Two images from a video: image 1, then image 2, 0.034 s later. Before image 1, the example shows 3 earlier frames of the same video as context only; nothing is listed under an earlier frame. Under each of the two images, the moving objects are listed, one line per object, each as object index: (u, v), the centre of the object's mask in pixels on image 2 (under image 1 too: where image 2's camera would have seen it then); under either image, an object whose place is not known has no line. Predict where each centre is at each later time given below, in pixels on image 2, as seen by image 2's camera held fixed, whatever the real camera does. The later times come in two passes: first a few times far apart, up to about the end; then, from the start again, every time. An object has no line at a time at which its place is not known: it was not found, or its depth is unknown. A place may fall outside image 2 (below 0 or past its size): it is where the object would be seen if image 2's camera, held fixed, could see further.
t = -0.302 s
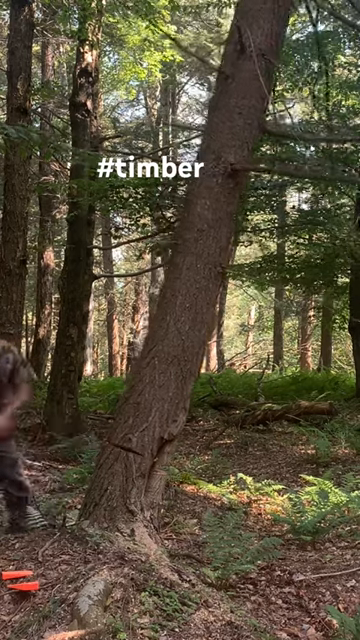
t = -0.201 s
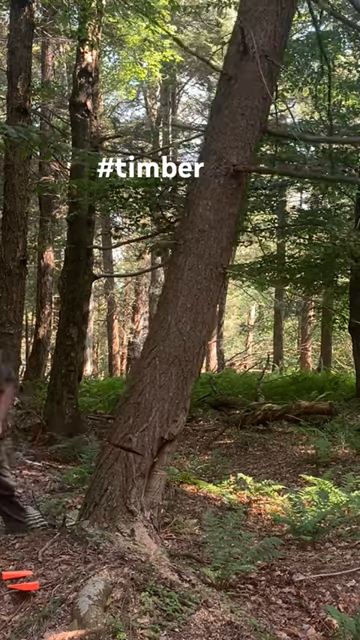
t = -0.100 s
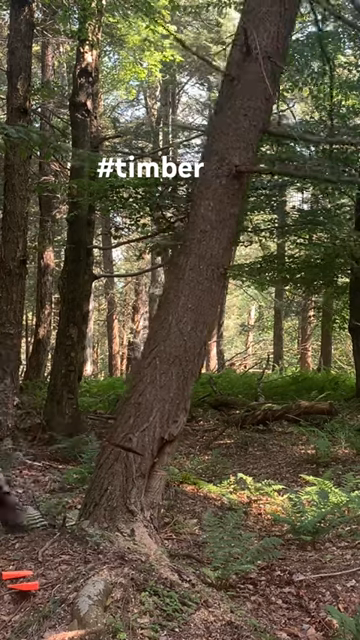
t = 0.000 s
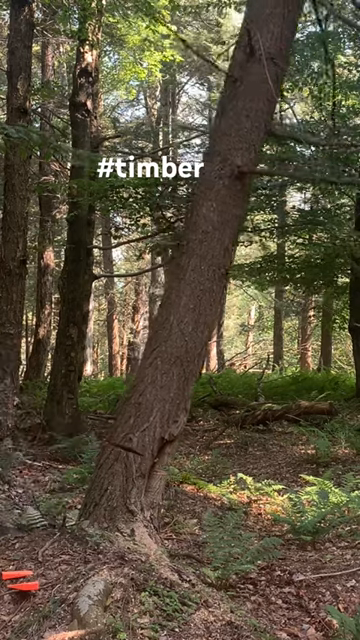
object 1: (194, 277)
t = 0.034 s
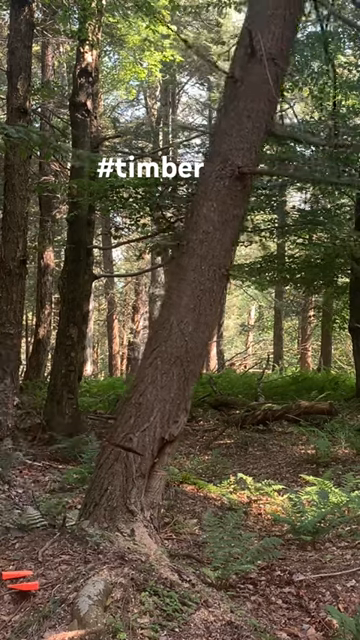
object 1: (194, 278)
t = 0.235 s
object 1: (198, 277)
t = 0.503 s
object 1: (204, 277)
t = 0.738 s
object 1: (209, 278)
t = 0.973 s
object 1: (215, 278)
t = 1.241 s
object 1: (223, 283)
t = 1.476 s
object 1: (226, 295)
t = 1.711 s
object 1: (223, 320)
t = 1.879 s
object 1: (223, 333)
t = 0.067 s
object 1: (195, 278)
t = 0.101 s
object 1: (196, 277)
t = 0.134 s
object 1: (196, 277)
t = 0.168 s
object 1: (197, 277)
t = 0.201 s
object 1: (197, 277)
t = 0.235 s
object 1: (198, 277)
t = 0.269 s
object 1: (198, 277)
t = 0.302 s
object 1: (199, 277)
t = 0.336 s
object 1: (200, 277)
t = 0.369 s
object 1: (200, 277)
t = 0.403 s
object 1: (201, 278)
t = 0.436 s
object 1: (202, 277)
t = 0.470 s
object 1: (203, 277)
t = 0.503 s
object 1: (204, 277)
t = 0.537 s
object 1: (204, 277)
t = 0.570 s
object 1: (204, 277)
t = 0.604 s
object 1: (205, 277)
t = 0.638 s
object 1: (206, 277)
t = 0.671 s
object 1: (207, 277)
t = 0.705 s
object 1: (208, 278)
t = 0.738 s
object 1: (209, 278)
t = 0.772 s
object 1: (209, 279)
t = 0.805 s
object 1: (210, 278)
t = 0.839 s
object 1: (212, 277)
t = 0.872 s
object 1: (212, 278)
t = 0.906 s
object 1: (213, 278)
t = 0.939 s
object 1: (214, 277)
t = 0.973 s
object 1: (215, 278)
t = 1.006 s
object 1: (216, 278)
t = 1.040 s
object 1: (218, 277)
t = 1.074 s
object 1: (219, 278)
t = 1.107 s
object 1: (219, 279)
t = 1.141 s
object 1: (220, 279)
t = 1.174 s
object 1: (221, 280)
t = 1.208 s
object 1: (222, 283)
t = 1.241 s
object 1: (223, 283)
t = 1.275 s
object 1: (224, 283)
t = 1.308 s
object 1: (224, 285)
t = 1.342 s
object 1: (225, 286)
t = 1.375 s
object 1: (226, 287)
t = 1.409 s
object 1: (225, 290)
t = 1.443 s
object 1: (226, 292)
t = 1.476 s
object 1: (226, 295)
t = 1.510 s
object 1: (226, 298)
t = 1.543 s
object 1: (226, 302)
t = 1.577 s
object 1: (225, 307)
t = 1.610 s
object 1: (225, 310)
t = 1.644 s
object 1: (225, 312)
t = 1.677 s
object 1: (224, 316)
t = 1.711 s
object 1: (223, 320)
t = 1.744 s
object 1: (223, 323)
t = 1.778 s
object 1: (222, 328)
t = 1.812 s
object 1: (223, 328)
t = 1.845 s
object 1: (223, 332)
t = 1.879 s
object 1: (223, 333)
